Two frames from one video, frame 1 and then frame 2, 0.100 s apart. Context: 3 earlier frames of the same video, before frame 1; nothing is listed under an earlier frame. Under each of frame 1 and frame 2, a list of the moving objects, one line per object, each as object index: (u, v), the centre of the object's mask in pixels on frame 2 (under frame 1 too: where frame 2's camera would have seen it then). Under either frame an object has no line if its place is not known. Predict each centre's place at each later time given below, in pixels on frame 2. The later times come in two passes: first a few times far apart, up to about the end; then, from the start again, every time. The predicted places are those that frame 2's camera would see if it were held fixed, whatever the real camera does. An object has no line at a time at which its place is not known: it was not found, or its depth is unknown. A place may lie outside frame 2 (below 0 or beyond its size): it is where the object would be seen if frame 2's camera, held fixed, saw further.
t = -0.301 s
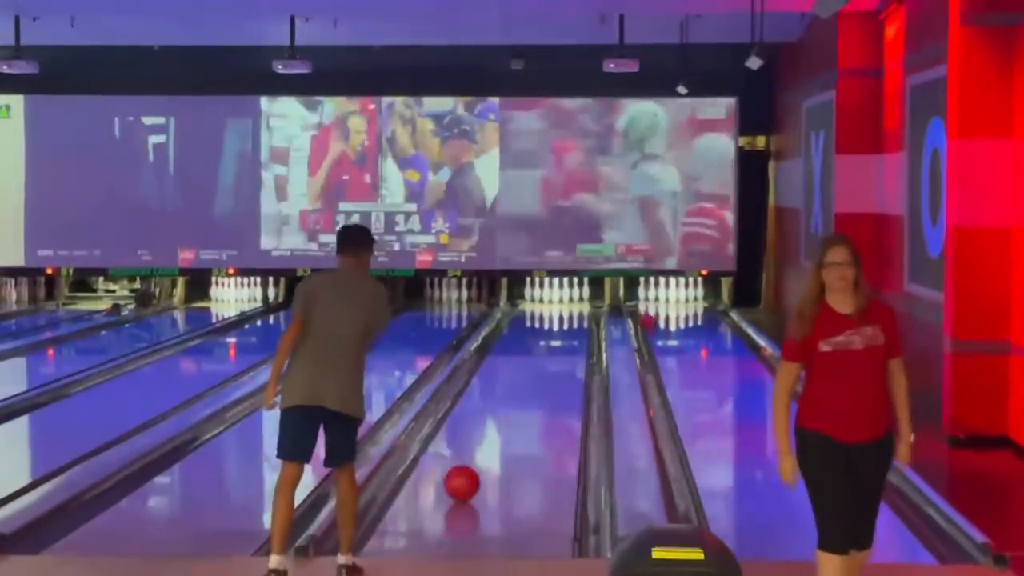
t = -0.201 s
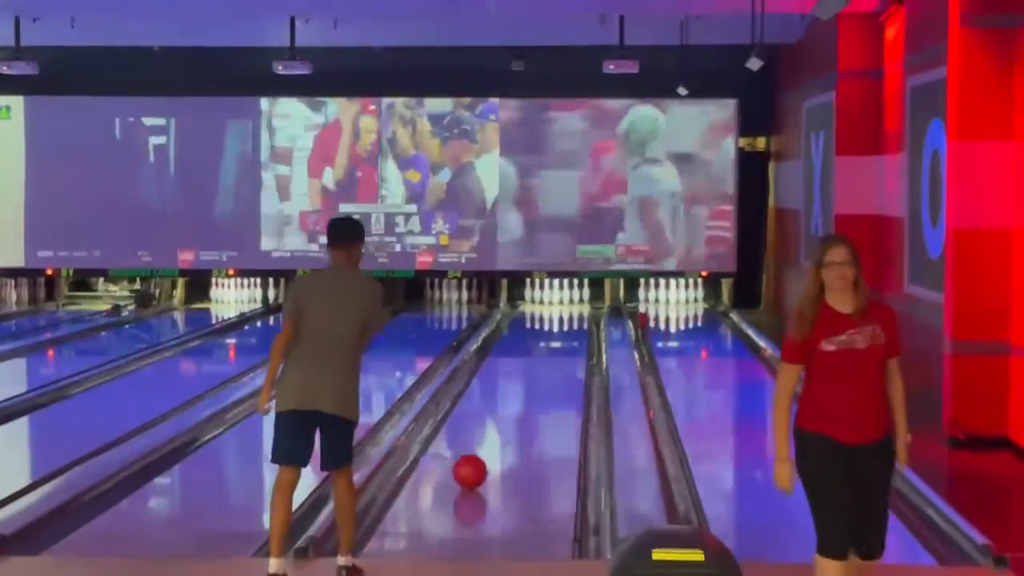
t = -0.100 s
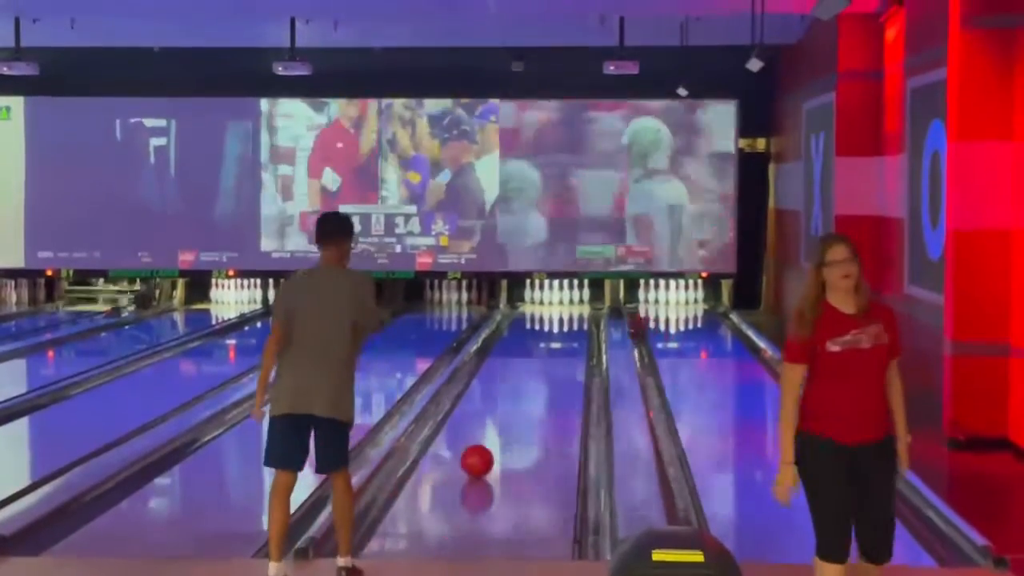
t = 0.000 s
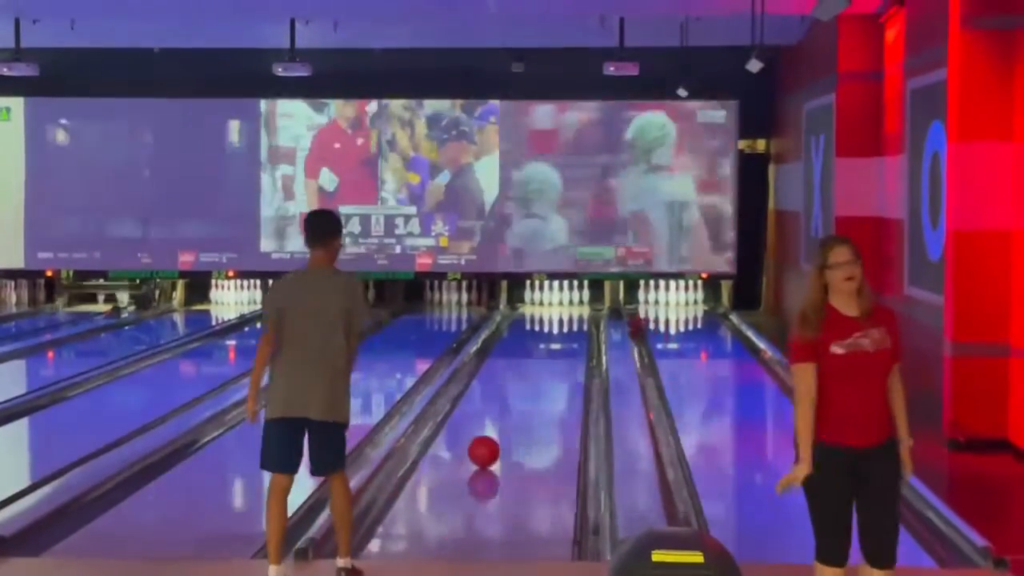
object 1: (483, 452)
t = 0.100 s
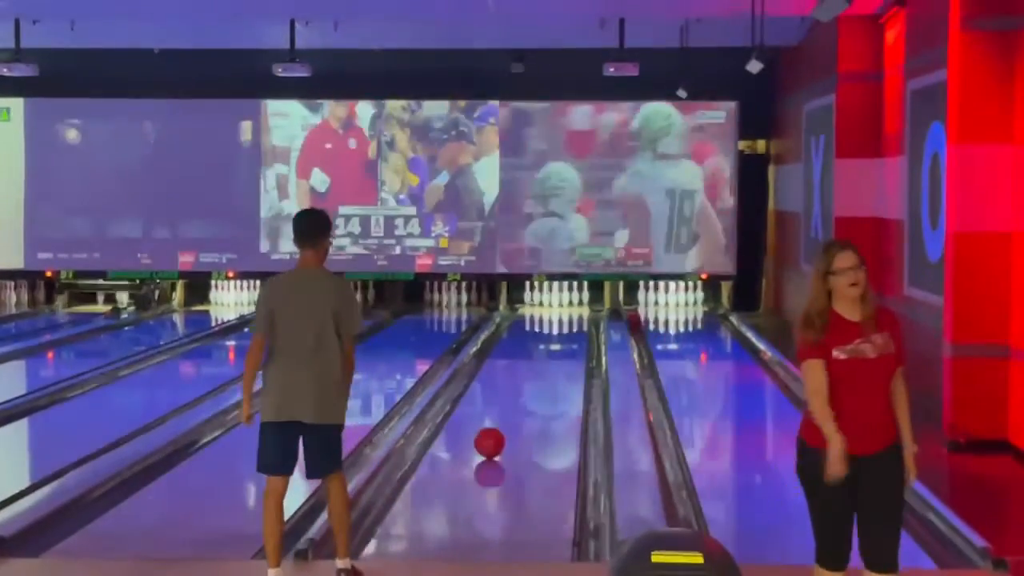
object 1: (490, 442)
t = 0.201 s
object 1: (495, 434)
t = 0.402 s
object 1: (505, 419)
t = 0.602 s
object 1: (514, 405)
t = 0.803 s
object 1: (521, 393)
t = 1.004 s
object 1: (527, 383)
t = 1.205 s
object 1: (533, 373)
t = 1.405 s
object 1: (537, 365)
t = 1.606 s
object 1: (541, 357)
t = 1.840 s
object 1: (545, 350)
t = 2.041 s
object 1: (548, 344)
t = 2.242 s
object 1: (550, 339)
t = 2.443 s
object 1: (551, 334)
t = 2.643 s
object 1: (553, 331)
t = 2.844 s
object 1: (554, 326)
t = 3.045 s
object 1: (555, 322)
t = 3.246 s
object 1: (556, 319)
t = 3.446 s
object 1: (556, 315)
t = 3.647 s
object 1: (556, 312)
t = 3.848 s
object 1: (557, 310)
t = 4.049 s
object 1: (558, 305)
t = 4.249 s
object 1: (559, 303)
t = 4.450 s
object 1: (563, 300)
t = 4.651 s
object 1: (567, 299)
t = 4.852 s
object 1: (572, 299)
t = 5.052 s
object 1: (574, 298)
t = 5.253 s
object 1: (576, 298)
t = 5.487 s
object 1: (576, 298)
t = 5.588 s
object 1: (576, 301)
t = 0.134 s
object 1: (491, 440)
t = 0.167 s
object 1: (493, 437)
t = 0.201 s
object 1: (495, 434)
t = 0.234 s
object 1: (497, 431)
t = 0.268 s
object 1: (499, 428)
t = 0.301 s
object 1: (500, 426)
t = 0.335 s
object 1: (502, 423)
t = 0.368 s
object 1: (503, 421)
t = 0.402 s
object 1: (505, 419)
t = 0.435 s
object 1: (507, 416)
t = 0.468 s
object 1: (508, 414)
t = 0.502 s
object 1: (509, 412)
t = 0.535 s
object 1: (511, 409)
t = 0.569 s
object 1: (512, 408)
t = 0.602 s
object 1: (514, 405)
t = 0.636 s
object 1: (515, 402)
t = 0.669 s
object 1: (516, 401)
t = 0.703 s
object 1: (518, 399)
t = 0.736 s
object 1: (519, 397)
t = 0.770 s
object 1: (520, 395)
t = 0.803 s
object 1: (521, 393)
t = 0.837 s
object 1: (522, 391)
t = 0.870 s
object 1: (523, 389)
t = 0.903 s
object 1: (524, 388)
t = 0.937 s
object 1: (525, 386)
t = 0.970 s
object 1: (526, 385)
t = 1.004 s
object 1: (527, 383)
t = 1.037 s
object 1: (528, 381)
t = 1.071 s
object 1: (529, 379)
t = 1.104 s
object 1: (530, 378)
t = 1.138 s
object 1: (531, 376)
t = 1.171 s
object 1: (532, 375)
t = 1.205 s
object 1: (533, 373)
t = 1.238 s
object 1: (534, 372)
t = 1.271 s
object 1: (535, 370)
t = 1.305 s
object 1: (536, 368)
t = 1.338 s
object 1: (536, 367)
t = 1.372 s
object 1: (537, 366)
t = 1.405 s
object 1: (537, 365)
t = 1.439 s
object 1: (538, 364)
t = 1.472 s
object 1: (539, 363)
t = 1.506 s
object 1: (540, 361)
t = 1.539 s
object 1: (540, 360)
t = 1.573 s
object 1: (541, 359)
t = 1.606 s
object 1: (541, 357)
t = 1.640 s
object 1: (542, 356)
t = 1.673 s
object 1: (542, 355)
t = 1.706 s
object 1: (543, 354)
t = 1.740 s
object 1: (544, 353)
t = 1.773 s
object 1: (544, 352)
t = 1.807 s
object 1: (545, 351)
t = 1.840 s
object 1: (545, 350)
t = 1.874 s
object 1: (546, 349)
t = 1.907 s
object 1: (547, 347)
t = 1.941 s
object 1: (547, 347)
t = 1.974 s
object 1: (547, 345)
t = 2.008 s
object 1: (548, 345)
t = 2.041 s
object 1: (548, 344)
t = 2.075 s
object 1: (548, 343)
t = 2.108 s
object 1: (548, 342)
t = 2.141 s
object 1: (549, 342)
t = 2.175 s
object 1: (549, 341)
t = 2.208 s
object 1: (549, 340)
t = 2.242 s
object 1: (550, 339)
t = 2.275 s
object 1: (550, 338)
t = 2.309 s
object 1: (550, 337)
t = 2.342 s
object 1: (550, 336)
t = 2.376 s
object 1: (551, 335)
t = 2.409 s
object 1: (551, 335)
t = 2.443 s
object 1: (551, 334)
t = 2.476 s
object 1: (552, 333)
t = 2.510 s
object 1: (552, 332)
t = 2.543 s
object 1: (552, 332)
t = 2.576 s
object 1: (552, 332)
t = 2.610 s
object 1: (553, 331)
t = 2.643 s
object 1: (553, 331)
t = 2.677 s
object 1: (553, 330)
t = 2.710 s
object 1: (553, 329)
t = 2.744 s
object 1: (554, 328)
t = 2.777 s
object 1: (554, 328)
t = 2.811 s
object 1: (554, 327)
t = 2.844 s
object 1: (554, 326)
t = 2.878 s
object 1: (554, 325)
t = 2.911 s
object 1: (554, 325)
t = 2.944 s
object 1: (554, 324)
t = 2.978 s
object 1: (555, 324)
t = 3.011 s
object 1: (555, 323)
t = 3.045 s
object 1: (555, 322)
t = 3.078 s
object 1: (555, 322)
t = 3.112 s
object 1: (555, 321)
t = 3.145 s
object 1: (556, 321)
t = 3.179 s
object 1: (556, 320)
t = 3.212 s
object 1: (556, 320)
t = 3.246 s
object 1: (556, 319)
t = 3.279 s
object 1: (556, 318)
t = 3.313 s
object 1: (556, 318)
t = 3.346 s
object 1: (556, 317)
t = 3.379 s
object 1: (556, 316)
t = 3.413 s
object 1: (556, 316)
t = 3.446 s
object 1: (556, 315)
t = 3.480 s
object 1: (556, 315)
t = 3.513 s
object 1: (557, 314)
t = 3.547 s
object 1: (557, 314)
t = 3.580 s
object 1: (557, 313)
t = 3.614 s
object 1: (556, 313)
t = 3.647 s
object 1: (556, 312)
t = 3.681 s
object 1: (557, 311)
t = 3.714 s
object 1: (556, 311)
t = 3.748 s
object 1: (557, 310)
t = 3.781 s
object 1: (557, 310)
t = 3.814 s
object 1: (557, 310)
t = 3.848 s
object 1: (557, 310)
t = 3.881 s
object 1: (556, 309)
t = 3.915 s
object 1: (556, 309)
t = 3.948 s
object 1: (556, 309)
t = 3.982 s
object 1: (557, 308)
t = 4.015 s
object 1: (557, 308)
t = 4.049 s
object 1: (558, 305)
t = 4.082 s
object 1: (558, 305)
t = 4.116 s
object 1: (559, 304)
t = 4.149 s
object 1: (559, 304)
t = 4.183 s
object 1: (559, 305)
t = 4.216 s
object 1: (559, 304)
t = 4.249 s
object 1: (559, 303)
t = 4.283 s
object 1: (559, 303)
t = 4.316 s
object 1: (559, 302)
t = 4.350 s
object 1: (559, 302)
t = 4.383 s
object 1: (560, 301)
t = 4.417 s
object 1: (561, 300)
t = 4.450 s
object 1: (563, 300)
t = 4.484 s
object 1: (563, 300)
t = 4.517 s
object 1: (563, 300)
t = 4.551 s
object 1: (565, 300)
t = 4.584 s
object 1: (565, 300)
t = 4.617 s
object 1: (566, 299)
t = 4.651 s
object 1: (567, 299)
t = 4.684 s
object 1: (568, 300)
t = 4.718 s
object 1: (569, 300)
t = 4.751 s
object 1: (570, 299)
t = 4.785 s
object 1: (570, 299)
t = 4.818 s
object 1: (571, 299)
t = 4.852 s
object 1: (572, 299)
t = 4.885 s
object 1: (572, 300)
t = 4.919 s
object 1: (573, 299)
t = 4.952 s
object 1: (573, 299)
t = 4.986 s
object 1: (574, 299)
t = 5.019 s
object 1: (573, 299)
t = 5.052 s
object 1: (574, 298)
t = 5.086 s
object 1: (574, 298)
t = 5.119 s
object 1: (574, 298)
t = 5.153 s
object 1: (575, 298)
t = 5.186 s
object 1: (575, 298)
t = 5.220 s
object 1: (576, 298)
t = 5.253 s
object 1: (576, 298)
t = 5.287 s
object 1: (576, 298)
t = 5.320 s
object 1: (577, 298)
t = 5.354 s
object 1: (577, 298)
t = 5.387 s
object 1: (577, 298)
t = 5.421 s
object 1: (577, 298)
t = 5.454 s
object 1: (577, 298)
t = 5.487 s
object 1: (576, 298)
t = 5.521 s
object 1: (576, 299)
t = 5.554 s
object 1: (576, 300)
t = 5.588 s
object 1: (576, 301)
